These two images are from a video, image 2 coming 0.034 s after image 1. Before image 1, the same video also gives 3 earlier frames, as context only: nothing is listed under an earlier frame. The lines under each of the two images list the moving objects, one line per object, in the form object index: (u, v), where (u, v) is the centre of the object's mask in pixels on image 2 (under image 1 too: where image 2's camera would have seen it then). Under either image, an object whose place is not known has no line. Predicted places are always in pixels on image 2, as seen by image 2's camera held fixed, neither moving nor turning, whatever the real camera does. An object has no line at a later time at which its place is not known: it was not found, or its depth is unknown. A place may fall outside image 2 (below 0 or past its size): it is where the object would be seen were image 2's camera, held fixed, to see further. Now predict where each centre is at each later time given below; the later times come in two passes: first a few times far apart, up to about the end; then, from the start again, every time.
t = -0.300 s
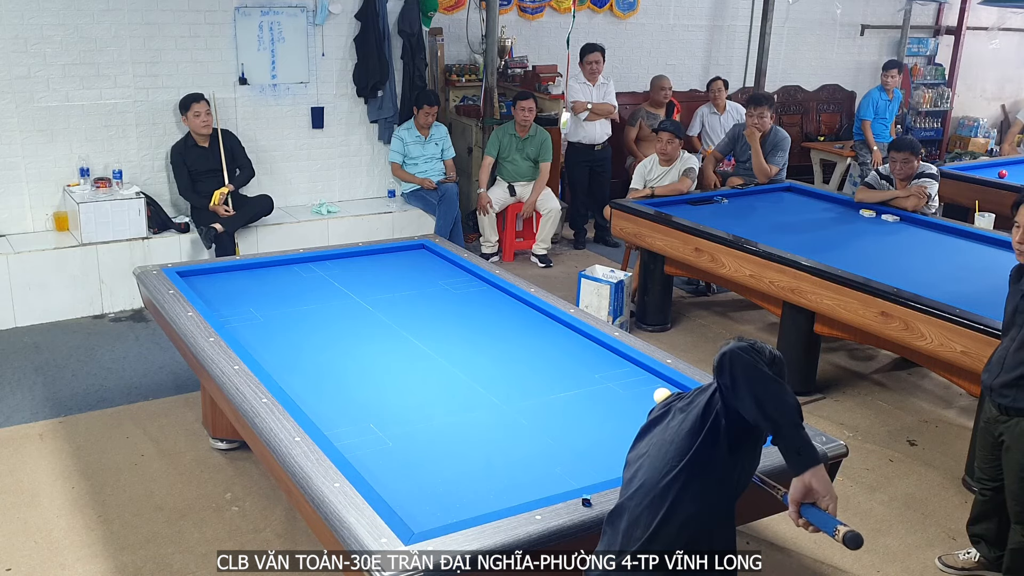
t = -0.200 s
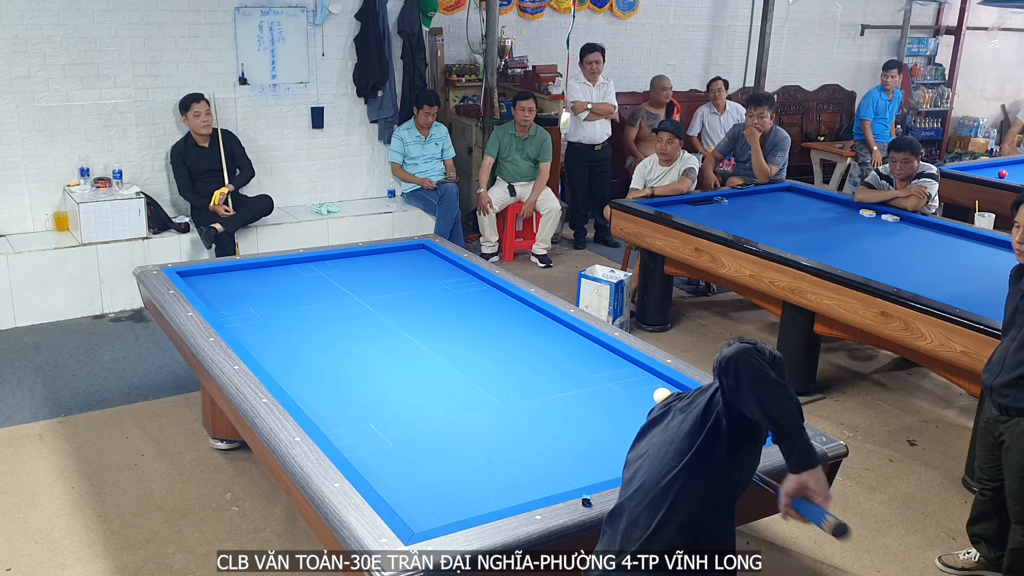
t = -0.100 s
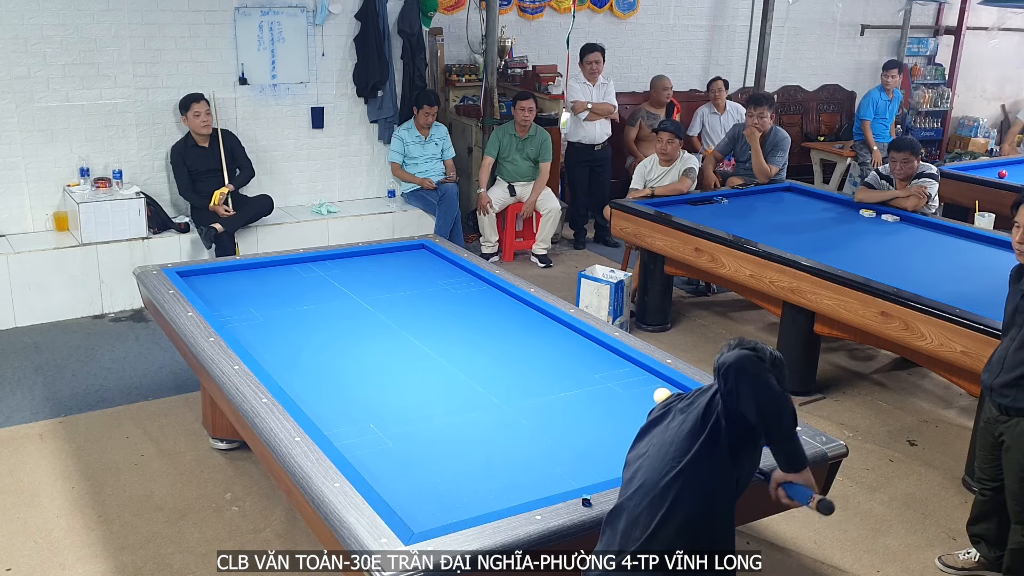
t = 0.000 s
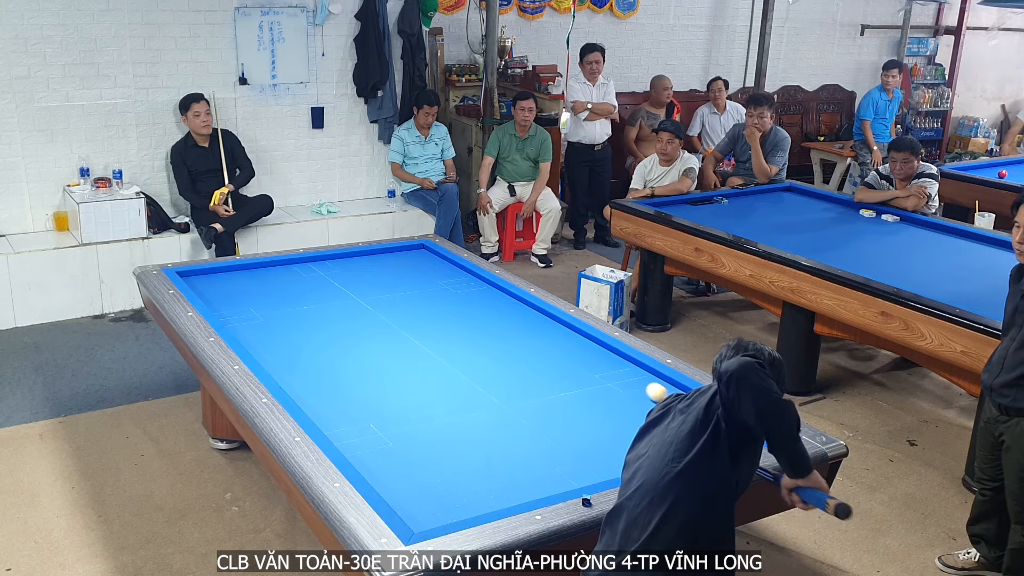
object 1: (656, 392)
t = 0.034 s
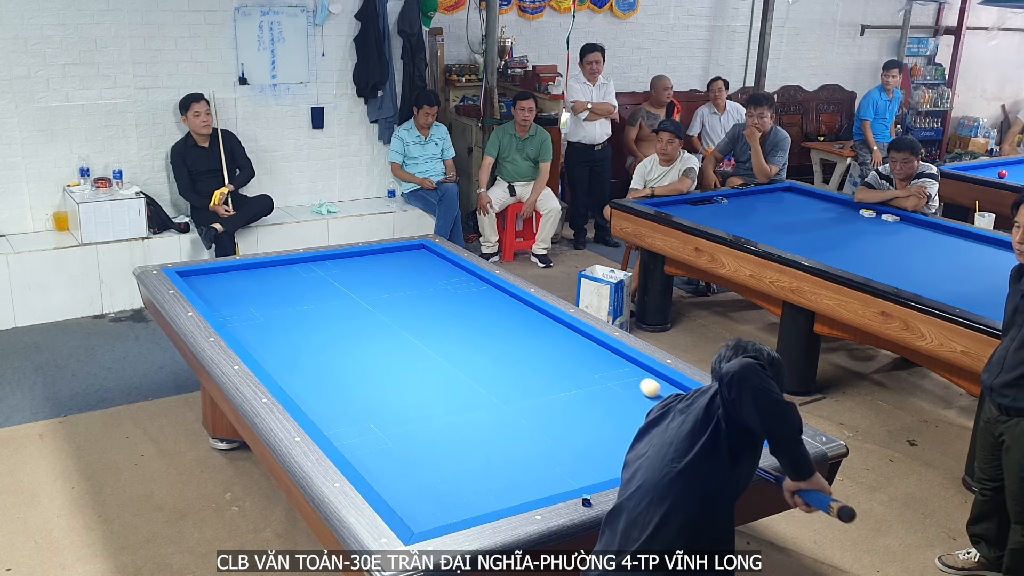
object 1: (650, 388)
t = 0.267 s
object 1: (614, 364)
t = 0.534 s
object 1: (582, 340)
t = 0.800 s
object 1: (553, 320)
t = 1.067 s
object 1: (521, 304)
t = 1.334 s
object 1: (491, 289)
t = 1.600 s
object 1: (464, 276)
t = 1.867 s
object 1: (440, 264)
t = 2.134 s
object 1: (417, 253)
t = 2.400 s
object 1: (412, 252)
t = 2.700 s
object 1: (421, 260)
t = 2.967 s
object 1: (429, 267)
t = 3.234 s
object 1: (437, 274)
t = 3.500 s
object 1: (445, 282)
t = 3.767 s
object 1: (453, 289)
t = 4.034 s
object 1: (461, 296)
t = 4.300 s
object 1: (469, 304)
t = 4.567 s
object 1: (477, 312)
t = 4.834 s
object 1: (485, 319)
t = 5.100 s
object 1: (494, 327)
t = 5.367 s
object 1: (502, 334)
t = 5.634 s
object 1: (510, 342)
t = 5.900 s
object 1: (518, 349)
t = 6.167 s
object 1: (526, 357)
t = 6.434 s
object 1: (534, 364)
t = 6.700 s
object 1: (542, 371)
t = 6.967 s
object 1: (550, 378)
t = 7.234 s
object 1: (557, 385)
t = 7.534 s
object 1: (565, 392)
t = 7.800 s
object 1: (572, 398)
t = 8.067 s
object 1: (578, 404)
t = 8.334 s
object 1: (584, 409)
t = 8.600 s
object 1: (589, 415)
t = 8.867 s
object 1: (594, 419)
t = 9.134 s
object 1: (598, 423)
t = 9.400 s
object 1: (602, 427)
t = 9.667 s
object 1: (606, 430)
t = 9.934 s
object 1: (608, 433)
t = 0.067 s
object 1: (644, 384)
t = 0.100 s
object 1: (638, 380)
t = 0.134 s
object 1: (633, 376)
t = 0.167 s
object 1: (628, 373)
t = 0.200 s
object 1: (624, 370)
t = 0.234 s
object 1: (619, 367)
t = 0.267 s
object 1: (614, 364)
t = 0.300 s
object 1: (610, 360)
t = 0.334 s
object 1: (606, 357)
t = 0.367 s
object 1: (602, 354)
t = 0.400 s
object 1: (598, 352)
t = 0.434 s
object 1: (594, 349)
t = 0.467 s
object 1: (589, 346)
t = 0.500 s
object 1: (586, 343)
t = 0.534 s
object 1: (582, 340)
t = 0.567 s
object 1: (578, 338)
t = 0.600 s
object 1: (574, 335)
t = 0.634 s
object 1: (570, 332)
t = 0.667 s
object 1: (567, 330)
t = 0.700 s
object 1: (563, 327)
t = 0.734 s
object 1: (560, 325)
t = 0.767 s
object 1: (556, 322)
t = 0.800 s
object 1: (553, 320)
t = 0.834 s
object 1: (549, 318)
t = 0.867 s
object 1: (545, 316)
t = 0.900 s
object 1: (541, 313)
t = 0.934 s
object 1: (537, 312)
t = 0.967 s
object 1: (533, 309)
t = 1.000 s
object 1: (529, 308)
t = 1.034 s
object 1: (525, 306)
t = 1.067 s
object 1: (521, 304)
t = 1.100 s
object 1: (517, 302)
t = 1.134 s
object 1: (513, 300)
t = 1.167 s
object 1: (509, 298)
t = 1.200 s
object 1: (506, 296)
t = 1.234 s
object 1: (502, 295)
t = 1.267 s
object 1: (498, 293)
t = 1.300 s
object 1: (495, 291)
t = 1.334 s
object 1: (491, 289)
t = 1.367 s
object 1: (487, 287)
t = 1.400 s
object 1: (484, 286)
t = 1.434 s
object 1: (481, 284)
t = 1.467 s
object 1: (477, 282)
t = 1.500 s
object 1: (474, 281)
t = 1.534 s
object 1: (471, 279)
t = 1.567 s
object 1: (468, 278)
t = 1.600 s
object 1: (464, 276)
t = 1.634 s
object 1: (461, 274)
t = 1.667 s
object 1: (458, 273)
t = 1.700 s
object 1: (455, 271)
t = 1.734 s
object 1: (452, 270)
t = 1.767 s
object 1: (449, 268)
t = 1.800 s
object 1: (446, 267)
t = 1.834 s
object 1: (443, 265)
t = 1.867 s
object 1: (440, 264)
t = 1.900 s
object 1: (437, 263)
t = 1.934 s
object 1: (434, 261)
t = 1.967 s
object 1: (431, 260)
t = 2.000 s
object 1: (428, 258)
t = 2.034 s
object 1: (425, 257)
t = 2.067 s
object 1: (423, 255)
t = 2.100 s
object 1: (420, 254)
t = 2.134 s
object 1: (417, 253)
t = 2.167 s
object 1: (415, 252)
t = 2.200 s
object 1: (412, 250)
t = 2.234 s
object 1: (409, 249)
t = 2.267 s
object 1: (407, 248)
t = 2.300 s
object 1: (408, 249)
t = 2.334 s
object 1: (410, 250)
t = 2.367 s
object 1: (411, 251)
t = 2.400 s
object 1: (412, 252)
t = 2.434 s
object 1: (413, 253)
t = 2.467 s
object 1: (414, 254)
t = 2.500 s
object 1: (415, 255)
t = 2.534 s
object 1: (416, 255)
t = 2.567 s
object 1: (417, 256)
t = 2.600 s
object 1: (418, 257)
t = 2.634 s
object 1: (419, 258)
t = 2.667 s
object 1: (420, 259)
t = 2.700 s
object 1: (421, 260)
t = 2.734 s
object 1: (422, 261)
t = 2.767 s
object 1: (423, 262)
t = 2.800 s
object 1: (424, 263)
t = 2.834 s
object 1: (425, 263)
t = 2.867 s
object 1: (426, 264)
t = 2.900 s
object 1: (427, 265)
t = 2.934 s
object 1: (428, 266)
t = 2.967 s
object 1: (429, 267)
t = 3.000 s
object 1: (430, 268)
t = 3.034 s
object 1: (431, 269)
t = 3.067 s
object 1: (432, 270)
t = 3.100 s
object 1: (433, 271)
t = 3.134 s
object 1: (434, 272)
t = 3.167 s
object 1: (435, 272)
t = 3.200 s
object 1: (436, 273)
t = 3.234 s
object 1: (437, 274)
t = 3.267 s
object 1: (438, 275)
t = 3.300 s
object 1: (439, 276)
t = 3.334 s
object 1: (440, 277)
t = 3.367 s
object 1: (441, 278)
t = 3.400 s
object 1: (442, 279)
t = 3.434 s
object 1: (443, 280)
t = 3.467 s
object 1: (444, 281)
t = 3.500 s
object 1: (445, 282)
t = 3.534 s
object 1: (446, 282)
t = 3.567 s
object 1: (447, 283)
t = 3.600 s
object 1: (448, 284)
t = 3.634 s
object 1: (449, 285)
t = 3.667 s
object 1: (450, 286)
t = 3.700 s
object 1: (451, 287)
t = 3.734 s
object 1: (452, 288)
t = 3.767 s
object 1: (453, 289)
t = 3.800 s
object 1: (454, 290)
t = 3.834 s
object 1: (455, 291)
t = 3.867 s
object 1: (456, 292)
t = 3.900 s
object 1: (457, 293)
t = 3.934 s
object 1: (458, 294)
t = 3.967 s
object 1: (459, 295)
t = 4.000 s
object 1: (460, 296)
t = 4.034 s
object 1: (461, 296)
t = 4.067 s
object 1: (462, 297)
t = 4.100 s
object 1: (463, 298)
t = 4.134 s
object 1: (464, 299)
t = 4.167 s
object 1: (465, 300)
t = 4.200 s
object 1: (466, 301)
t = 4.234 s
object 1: (467, 302)
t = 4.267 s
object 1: (468, 303)
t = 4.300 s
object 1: (469, 304)
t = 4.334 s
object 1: (470, 305)
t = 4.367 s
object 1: (471, 306)
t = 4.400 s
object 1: (472, 307)
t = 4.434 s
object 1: (473, 308)
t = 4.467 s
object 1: (474, 309)
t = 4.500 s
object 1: (475, 310)
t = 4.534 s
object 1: (476, 311)
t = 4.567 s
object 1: (477, 312)
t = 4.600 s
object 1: (478, 313)
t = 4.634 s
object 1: (479, 314)
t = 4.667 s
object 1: (480, 315)
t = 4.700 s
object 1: (481, 316)
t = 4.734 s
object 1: (482, 316)
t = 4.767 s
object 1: (483, 317)
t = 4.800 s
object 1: (484, 318)
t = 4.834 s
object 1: (485, 319)
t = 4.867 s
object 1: (486, 320)
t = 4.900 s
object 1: (487, 321)
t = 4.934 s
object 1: (489, 322)
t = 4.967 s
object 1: (490, 323)
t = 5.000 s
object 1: (490, 324)
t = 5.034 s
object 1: (492, 325)
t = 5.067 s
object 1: (493, 326)
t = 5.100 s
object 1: (494, 327)
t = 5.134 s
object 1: (495, 328)
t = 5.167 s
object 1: (496, 329)
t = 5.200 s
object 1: (497, 330)
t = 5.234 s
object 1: (498, 331)
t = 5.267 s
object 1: (499, 331)
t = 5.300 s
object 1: (500, 332)
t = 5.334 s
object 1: (501, 334)
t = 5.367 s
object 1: (502, 334)
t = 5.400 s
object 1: (503, 335)
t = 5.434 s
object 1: (504, 336)
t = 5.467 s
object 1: (505, 337)
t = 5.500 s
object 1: (506, 338)
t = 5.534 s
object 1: (507, 339)
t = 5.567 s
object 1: (508, 340)
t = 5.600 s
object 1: (509, 341)
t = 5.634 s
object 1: (510, 342)
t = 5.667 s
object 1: (511, 343)
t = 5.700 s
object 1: (512, 344)
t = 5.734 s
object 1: (513, 345)
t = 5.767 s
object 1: (514, 346)
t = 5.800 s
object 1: (515, 347)
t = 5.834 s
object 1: (516, 347)
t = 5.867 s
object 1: (517, 348)
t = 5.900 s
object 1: (518, 349)
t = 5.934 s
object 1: (519, 350)
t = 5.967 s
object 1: (520, 351)
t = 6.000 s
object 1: (521, 352)
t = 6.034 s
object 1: (522, 353)
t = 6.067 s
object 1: (523, 354)
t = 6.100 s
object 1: (524, 355)
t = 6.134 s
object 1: (525, 356)
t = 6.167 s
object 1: (526, 357)
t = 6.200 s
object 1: (527, 358)
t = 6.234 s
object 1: (528, 359)
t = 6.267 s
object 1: (529, 359)
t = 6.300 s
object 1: (530, 360)
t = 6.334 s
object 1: (531, 361)
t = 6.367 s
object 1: (532, 362)
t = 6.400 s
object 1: (533, 363)
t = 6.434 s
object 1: (534, 364)
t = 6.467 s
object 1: (535, 365)
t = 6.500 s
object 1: (536, 366)
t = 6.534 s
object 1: (537, 367)
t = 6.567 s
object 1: (538, 368)
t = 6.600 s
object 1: (539, 368)
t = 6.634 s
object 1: (540, 369)
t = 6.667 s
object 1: (541, 370)
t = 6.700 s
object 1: (542, 371)
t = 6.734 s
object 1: (543, 372)
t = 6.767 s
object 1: (544, 373)
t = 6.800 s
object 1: (545, 374)
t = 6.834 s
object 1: (546, 375)
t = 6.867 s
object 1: (547, 376)
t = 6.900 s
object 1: (548, 376)
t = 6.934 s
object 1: (549, 377)
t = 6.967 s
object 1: (550, 378)
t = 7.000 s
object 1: (551, 379)
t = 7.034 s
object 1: (552, 380)
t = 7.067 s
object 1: (553, 381)
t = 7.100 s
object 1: (554, 382)
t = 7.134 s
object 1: (555, 382)
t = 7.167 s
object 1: (556, 383)
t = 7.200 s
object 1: (556, 384)
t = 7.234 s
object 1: (557, 385)
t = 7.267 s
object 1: (558, 386)
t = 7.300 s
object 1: (559, 387)
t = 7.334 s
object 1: (560, 388)
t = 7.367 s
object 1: (561, 388)
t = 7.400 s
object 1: (561, 389)
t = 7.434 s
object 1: (562, 390)
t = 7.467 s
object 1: (563, 391)
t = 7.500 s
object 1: (564, 391)
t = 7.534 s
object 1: (565, 392)
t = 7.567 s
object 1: (566, 393)
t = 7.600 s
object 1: (567, 394)
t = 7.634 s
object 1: (568, 395)
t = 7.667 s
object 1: (568, 395)
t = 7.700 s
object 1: (569, 396)
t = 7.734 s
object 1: (570, 397)
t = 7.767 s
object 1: (571, 397)
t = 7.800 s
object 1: (572, 398)
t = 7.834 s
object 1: (572, 399)
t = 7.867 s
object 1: (573, 400)
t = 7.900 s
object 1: (574, 400)
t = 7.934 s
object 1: (575, 401)
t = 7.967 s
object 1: (575, 402)
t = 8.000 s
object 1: (576, 403)
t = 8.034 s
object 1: (577, 403)
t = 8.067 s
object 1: (578, 404)
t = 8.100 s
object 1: (578, 405)
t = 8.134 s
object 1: (579, 406)
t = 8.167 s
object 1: (580, 406)
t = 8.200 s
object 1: (581, 407)
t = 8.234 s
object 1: (581, 408)
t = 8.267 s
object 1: (582, 408)
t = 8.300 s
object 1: (583, 409)
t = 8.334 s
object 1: (584, 409)
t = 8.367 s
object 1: (584, 410)
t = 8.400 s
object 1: (585, 411)
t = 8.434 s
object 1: (586, 412)
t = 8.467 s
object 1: (586, 412)
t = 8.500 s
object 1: (587, 413)
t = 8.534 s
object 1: (588, 413)
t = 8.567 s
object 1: (588, 414)
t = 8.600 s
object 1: (589, 415)
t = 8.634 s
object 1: (590, 415)
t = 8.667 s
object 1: (590, 416)
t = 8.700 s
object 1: (591, 416)
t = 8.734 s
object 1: (591, 417)
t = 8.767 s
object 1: (592, 418)
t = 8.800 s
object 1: (593, 418)
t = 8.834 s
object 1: (593, 419)
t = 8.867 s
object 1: (594, 419)
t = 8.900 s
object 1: (595, 420)
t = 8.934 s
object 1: (595, 420)
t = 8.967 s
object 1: (596, 421)
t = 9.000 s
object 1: (596, 421)
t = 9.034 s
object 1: (597, 422)
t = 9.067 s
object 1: (597, 422)
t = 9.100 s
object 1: (598, 423)
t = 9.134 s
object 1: (598, 423)
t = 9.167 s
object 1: (599, 424)
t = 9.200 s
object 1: (600, 424)
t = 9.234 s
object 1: (600, 425)
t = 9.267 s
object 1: (600, 425)
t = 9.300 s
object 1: (601, 426)
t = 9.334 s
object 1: (601, 426)
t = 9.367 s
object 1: (602, 427)
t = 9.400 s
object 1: (602, 427)
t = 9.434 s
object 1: (603, 427)
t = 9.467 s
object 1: (603, 428)
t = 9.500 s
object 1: (604, 428)
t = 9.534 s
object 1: (604, 429)
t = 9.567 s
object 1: (604, 429)
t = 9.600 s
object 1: (605, 429)
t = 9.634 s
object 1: (605, 430)
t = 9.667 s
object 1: (606, 430)
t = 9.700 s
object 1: (606, 430)
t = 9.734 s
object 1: (606, 431)
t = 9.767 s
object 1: (607, 431)
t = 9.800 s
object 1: (607, 432)
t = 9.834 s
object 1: (607, 432)
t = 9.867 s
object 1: (608, 432)
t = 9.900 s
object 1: (608, 432)
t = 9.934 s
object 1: (608, 433)
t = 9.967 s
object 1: (609, 433)
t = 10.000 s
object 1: (609, 433)
